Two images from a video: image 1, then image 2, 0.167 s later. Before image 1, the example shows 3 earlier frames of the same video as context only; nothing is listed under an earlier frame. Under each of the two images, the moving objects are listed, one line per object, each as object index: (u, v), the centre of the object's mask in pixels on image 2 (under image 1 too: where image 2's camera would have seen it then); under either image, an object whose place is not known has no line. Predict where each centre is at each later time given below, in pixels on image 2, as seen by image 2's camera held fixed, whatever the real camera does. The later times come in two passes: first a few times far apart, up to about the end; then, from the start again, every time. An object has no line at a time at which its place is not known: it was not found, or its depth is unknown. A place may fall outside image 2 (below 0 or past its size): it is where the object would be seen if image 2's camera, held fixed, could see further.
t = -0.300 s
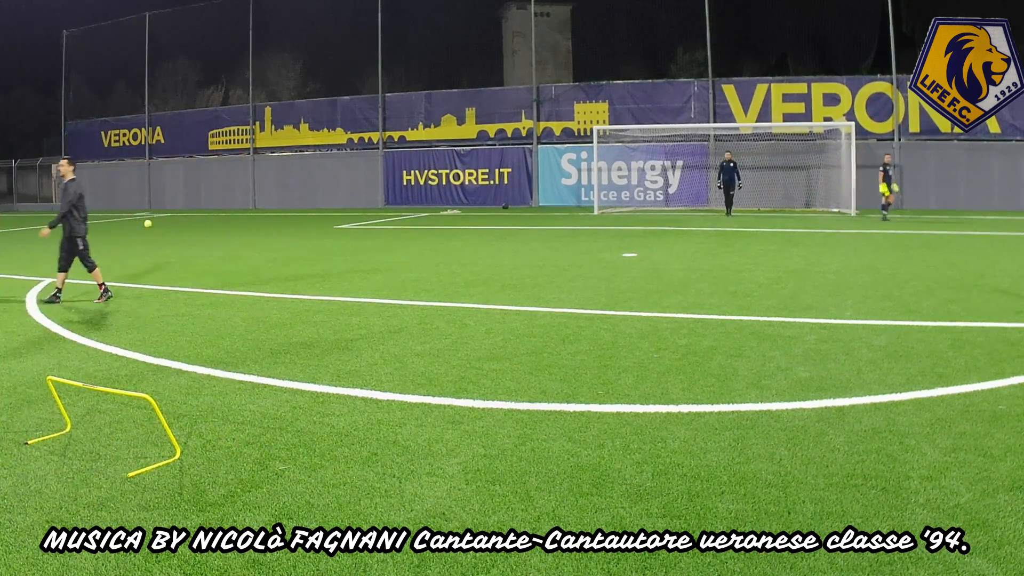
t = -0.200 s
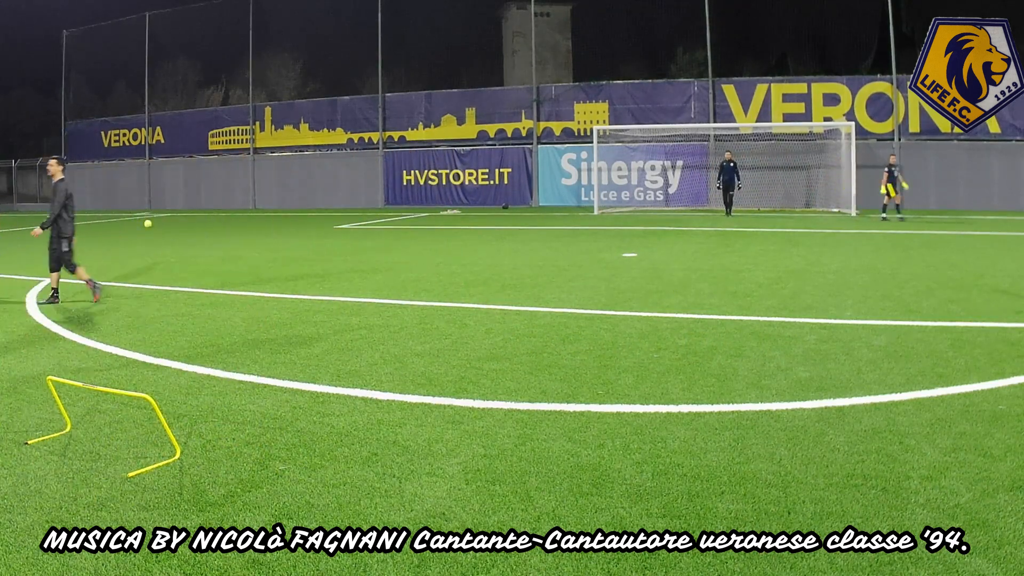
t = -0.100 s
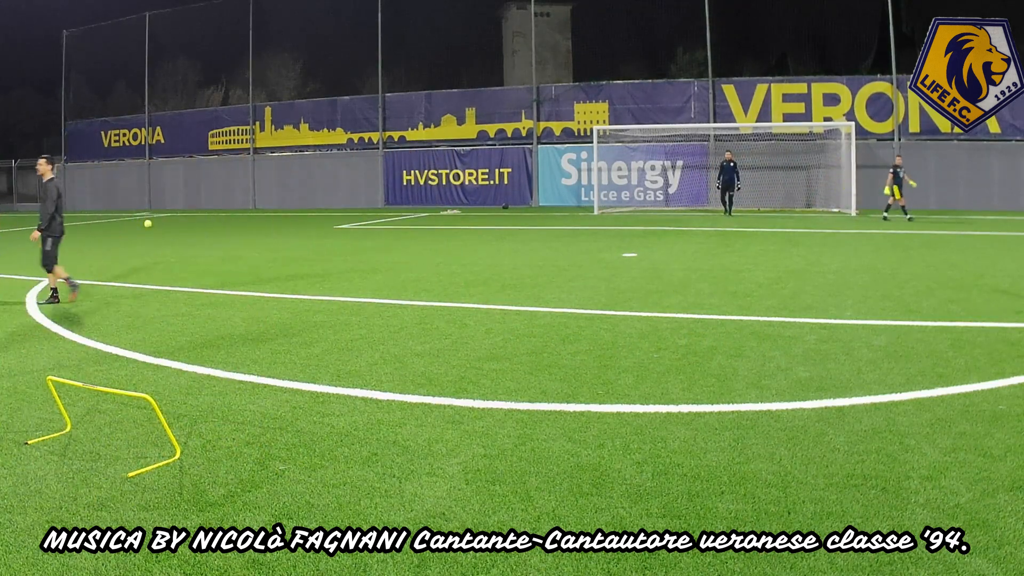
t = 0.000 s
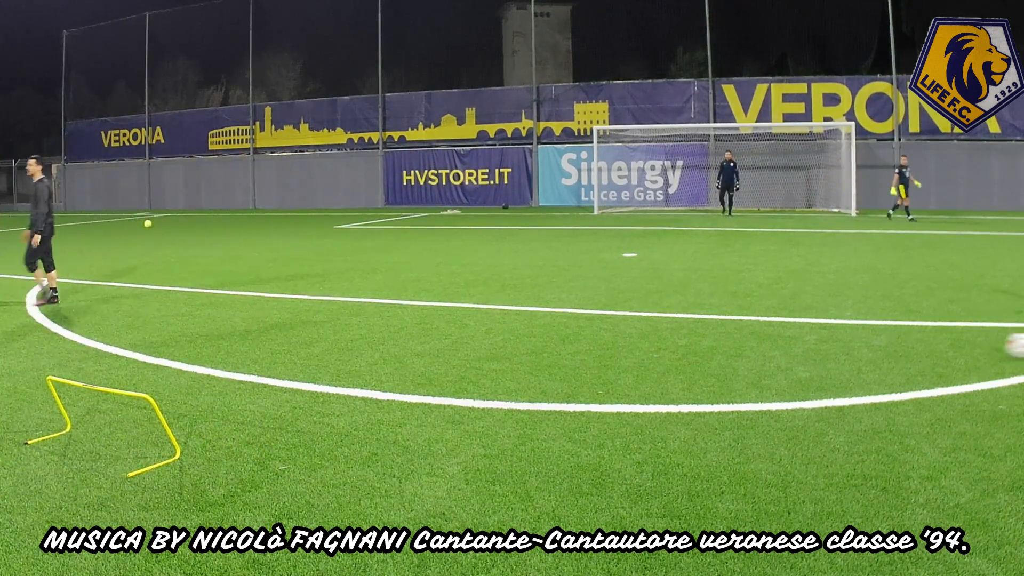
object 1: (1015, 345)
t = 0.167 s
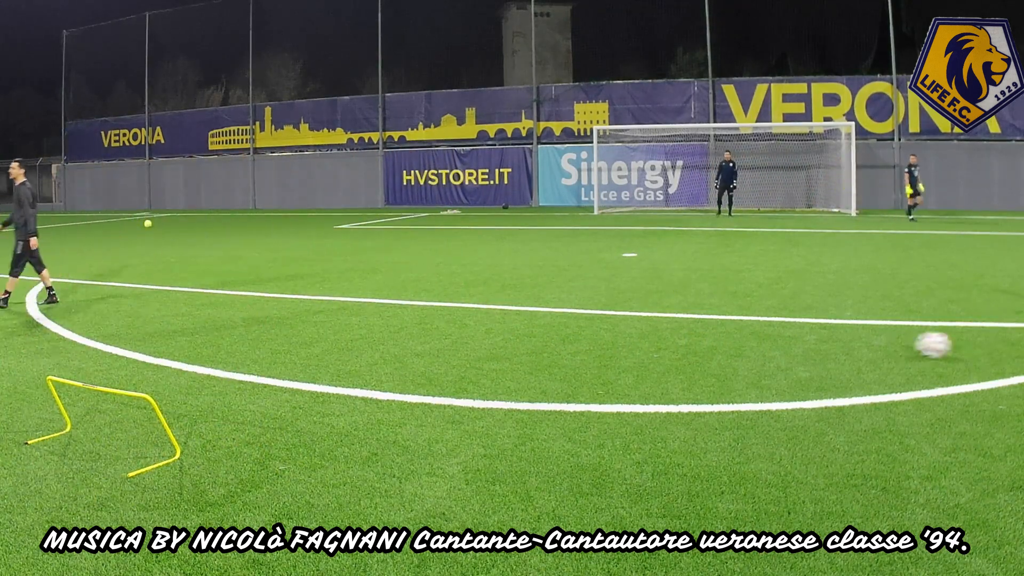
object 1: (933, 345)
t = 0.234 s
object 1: (901, 343)
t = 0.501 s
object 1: (784, 341)
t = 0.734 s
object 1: (696, 338)
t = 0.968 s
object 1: (619, 335)
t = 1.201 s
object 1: (550, 331)
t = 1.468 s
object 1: (482, 326)
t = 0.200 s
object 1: (917, 344)
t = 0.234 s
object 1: (901, 343)
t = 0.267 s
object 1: (886, 343)
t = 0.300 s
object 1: (870, 343)
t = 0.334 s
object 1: (855, 343)
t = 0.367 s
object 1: (840, 343)
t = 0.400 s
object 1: (826, 342)
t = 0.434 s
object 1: (811, 342)
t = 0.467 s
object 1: (797, 341)
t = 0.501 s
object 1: (784, 341)
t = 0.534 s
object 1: (770, 340)
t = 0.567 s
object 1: (758, 340)
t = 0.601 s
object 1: (745, 340)
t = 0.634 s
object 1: (733, 339)
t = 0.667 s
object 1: (720, 340)
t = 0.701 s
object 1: (708, 338)
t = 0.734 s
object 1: (696, 338)
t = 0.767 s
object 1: (685, 337)
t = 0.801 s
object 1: (673, 337)
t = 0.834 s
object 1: (662, 337)
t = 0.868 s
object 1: (651, 336)
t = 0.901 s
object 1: (640, 336)
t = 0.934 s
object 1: (629, 335)
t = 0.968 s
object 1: (619, 335)
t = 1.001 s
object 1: (608, 334)
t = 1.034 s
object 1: (599, 334)
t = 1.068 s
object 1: (589, 333)
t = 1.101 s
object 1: (578, 332)
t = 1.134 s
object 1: (569, 332)
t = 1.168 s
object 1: (559, 332)
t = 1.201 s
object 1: (550, 331)
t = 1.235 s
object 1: (541, 330)
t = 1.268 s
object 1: (532, 330)
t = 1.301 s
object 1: (523, 329)
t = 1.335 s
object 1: (515, 329)
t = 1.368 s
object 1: (507, 328)
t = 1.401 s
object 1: (498, 328)
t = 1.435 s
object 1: (490, 327)
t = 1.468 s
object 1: (482, 326)
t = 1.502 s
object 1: (474, 325)
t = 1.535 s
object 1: (466, 325)
